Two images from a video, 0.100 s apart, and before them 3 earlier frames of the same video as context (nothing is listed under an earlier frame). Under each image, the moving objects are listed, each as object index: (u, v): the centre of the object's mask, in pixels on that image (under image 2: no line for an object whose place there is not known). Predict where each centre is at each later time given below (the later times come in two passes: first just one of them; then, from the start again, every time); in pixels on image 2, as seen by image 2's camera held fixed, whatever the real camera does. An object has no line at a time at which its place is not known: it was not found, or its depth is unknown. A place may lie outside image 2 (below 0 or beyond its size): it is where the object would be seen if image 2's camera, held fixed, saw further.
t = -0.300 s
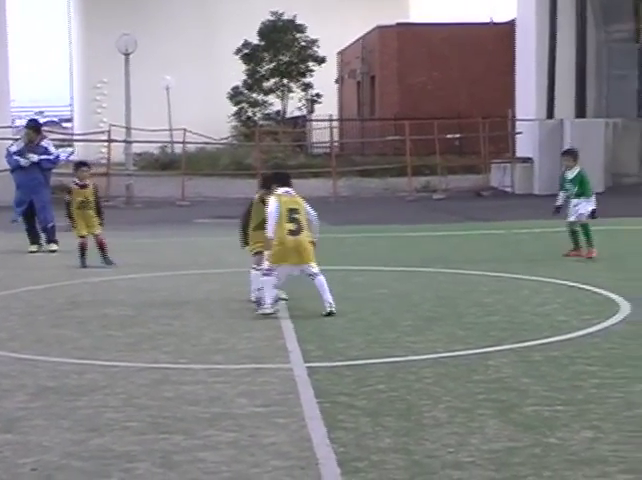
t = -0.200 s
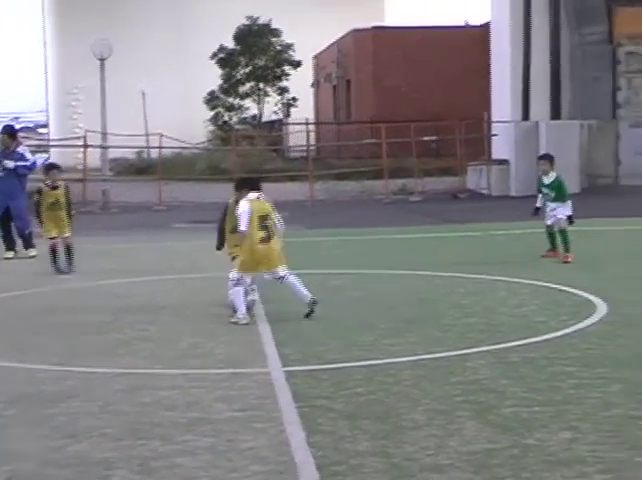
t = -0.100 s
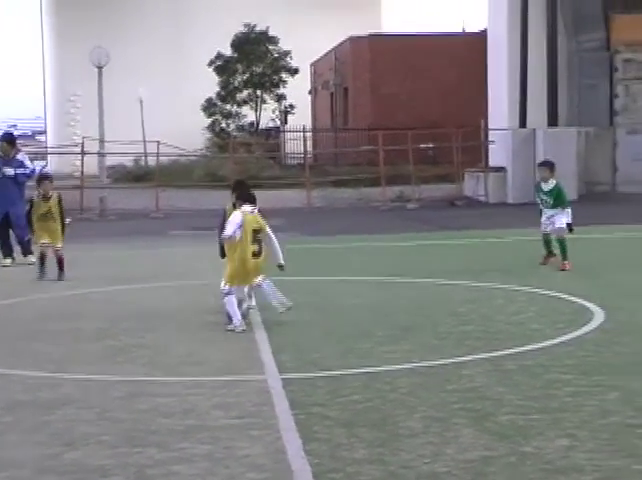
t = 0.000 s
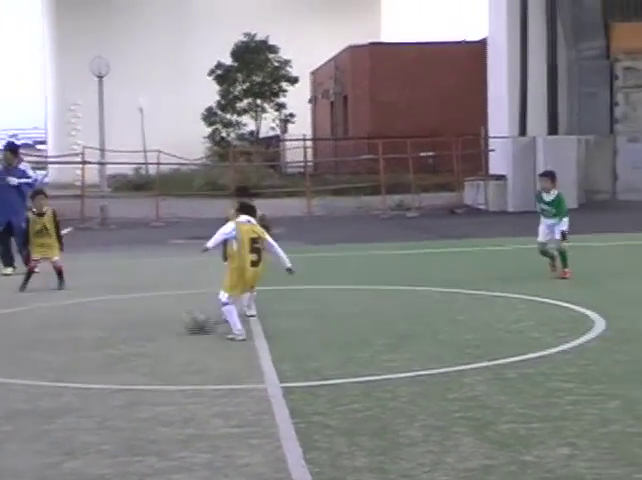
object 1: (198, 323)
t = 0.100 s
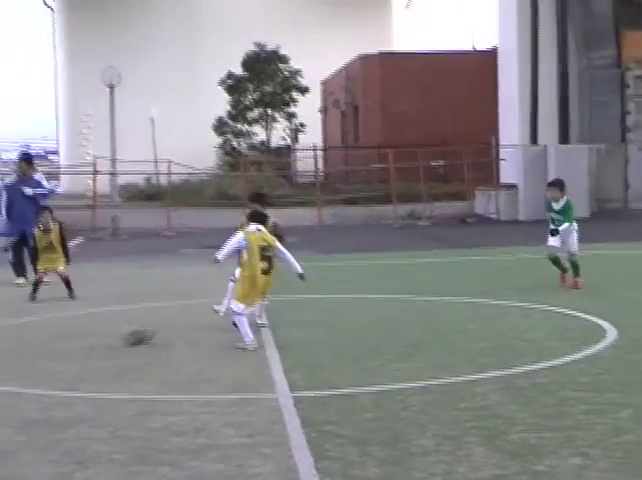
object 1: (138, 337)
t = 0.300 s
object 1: (14, 338)
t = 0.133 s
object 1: (113, 335)
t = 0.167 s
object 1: (92, 334)
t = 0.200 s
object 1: (72, 338)
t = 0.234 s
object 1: (51, 338)
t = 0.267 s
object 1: (31, 335)
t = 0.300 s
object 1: (14, 338)
